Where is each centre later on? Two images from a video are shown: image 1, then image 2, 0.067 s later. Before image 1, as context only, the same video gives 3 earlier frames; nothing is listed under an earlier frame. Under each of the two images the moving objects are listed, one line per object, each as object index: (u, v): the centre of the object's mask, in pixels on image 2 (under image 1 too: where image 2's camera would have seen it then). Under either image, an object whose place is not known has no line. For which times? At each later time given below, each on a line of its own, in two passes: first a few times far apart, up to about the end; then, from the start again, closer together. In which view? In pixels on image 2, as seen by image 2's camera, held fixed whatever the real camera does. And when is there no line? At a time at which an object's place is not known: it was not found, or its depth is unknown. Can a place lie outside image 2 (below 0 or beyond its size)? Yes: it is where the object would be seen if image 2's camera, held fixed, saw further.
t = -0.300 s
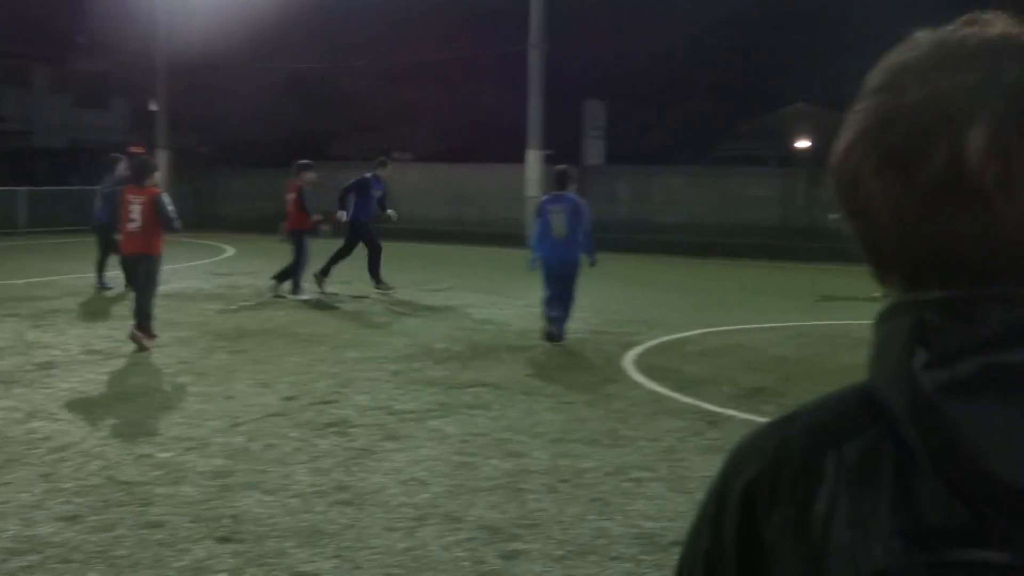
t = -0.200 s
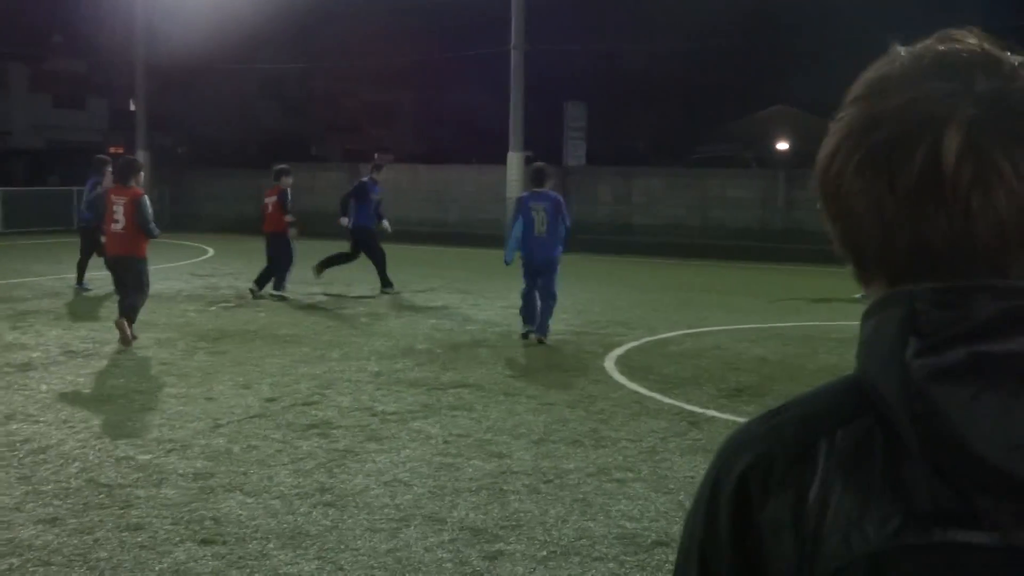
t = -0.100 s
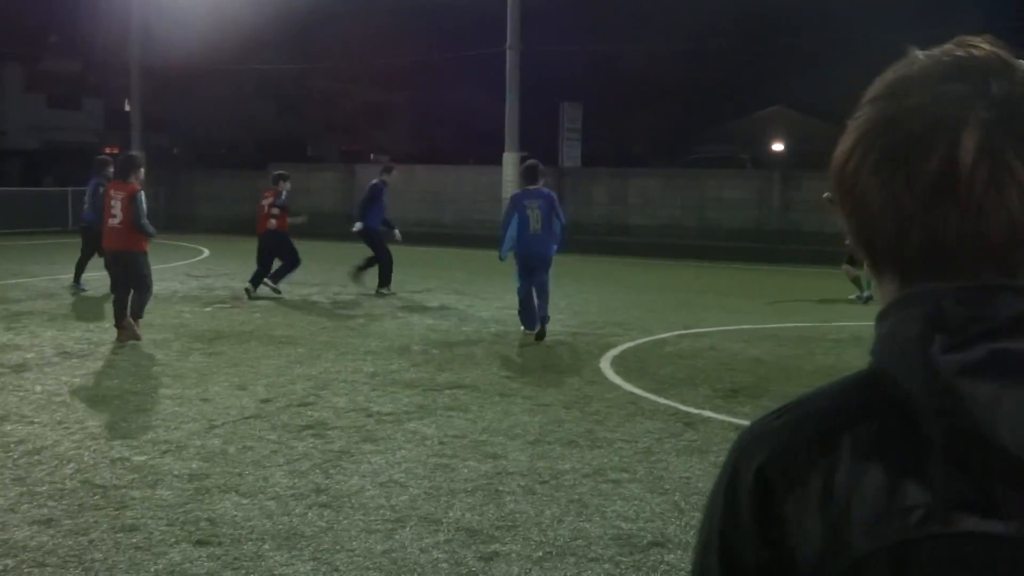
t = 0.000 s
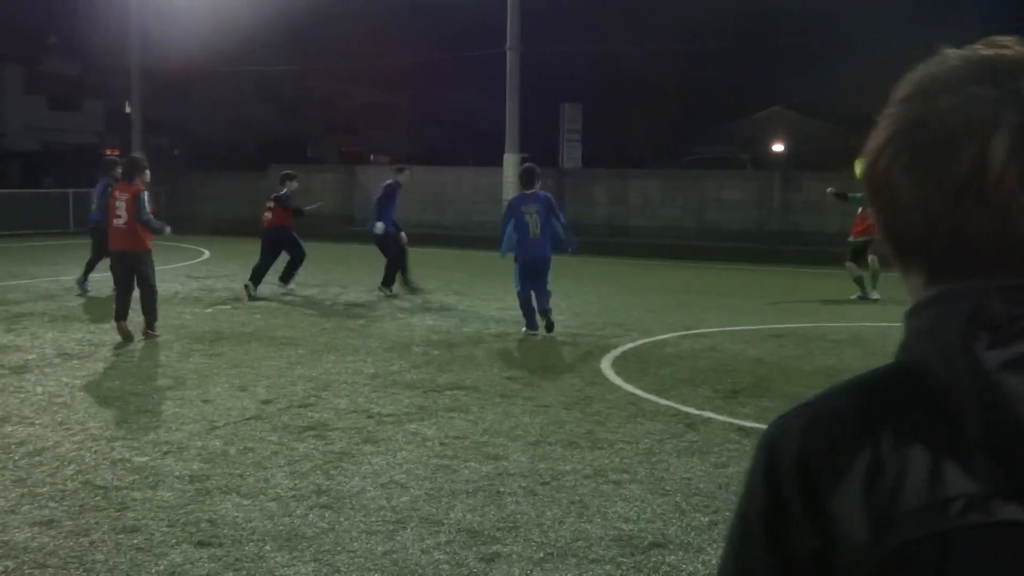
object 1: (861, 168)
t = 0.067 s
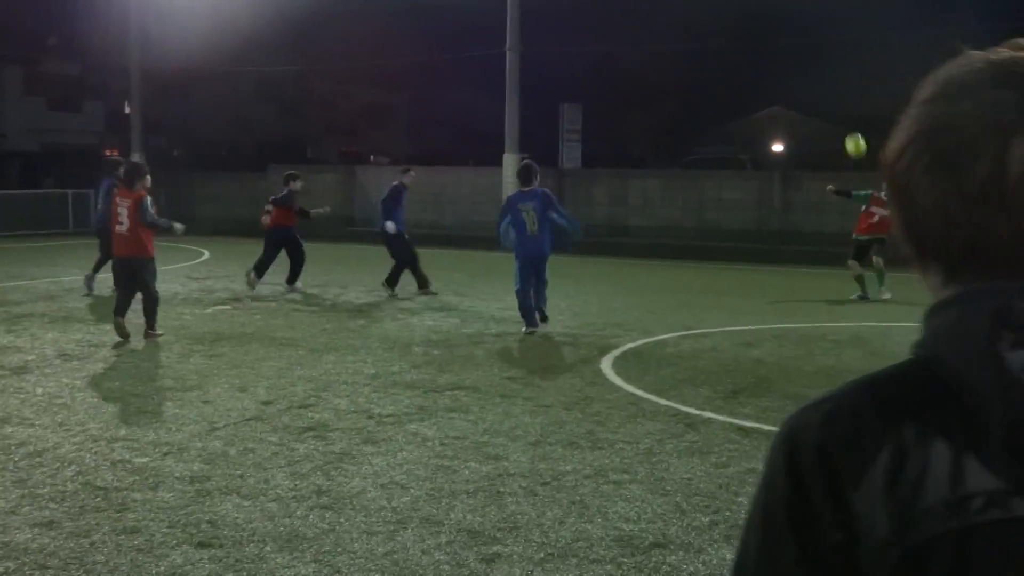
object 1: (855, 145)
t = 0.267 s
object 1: (831, 89)
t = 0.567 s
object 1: (780, 65)
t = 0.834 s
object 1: (723, 122)
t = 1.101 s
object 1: (633, 310)
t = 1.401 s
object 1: (626, 339)
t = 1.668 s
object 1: (663, 341)
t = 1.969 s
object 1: (704, 429)
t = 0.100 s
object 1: (852, 134)
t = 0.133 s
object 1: (848, 123)
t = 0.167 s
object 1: (844, 114)
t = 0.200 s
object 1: (840, 103)
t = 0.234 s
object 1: (835, 95)
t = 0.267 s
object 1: (831, 89)
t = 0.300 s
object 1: (826, 81)
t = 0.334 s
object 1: (820, 76)
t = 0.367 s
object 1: (815, 71)
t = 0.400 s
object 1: (810, 67)
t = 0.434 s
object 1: (804, 65)
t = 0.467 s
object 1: (799, 63)
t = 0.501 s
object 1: (793, 62)
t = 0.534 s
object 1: (786, 63)
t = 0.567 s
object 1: (780, 65)
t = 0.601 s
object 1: (775, 62)
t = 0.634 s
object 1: (768, 67)
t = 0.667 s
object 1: (761, 72)
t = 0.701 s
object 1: (754, 78)
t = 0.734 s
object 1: (748, 87)
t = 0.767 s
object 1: (738, 97)
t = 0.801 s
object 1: (731, 106)
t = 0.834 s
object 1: (723, 122)
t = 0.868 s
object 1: (713, 138)
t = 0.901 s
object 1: (704, 157)
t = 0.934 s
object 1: (693, 176)
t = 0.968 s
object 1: (683, 196)
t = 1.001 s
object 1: (672, 221)
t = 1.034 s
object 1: (660, 252)
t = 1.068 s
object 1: (646, 283)
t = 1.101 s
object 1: (633, 310)
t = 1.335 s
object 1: (617, 355)
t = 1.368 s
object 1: (621, 347)
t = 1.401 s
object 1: (626, 339)
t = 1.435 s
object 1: (630, 331)
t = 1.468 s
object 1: (635, 330)
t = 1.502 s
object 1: (641, 326)
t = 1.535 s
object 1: (644, 326)
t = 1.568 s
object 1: (648, 327)
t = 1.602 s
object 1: (653, 331)
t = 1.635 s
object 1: (657, 335)
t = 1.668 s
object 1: (663, 341)
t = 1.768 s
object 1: (677, 375)
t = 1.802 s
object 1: (684, 393)
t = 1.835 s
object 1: (687, 412)
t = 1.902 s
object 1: (693, 440)
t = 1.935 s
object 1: (698, 433)
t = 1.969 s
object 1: (704, 429)
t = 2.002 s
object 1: (709, 425)
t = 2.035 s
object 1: (712, 425)
